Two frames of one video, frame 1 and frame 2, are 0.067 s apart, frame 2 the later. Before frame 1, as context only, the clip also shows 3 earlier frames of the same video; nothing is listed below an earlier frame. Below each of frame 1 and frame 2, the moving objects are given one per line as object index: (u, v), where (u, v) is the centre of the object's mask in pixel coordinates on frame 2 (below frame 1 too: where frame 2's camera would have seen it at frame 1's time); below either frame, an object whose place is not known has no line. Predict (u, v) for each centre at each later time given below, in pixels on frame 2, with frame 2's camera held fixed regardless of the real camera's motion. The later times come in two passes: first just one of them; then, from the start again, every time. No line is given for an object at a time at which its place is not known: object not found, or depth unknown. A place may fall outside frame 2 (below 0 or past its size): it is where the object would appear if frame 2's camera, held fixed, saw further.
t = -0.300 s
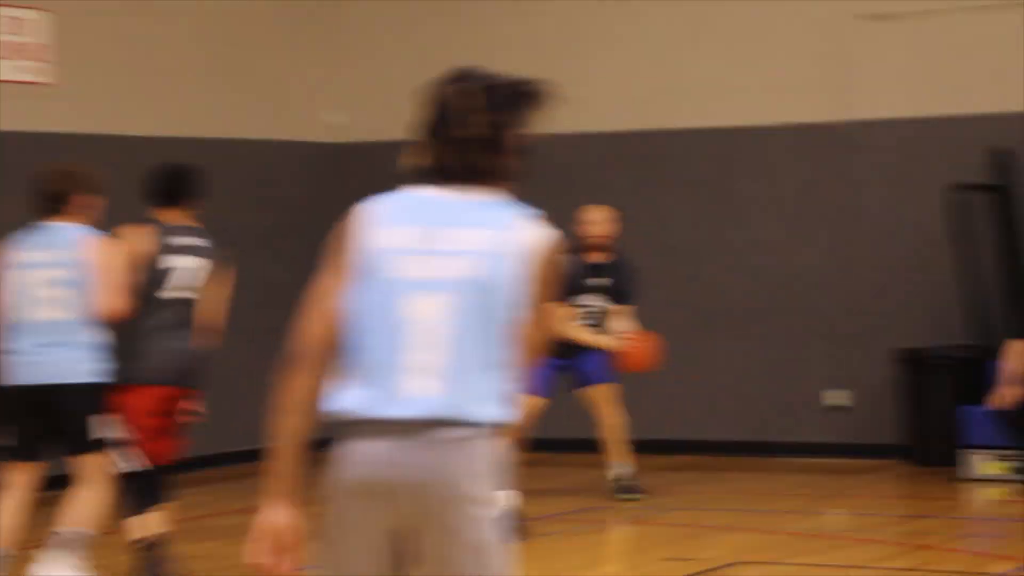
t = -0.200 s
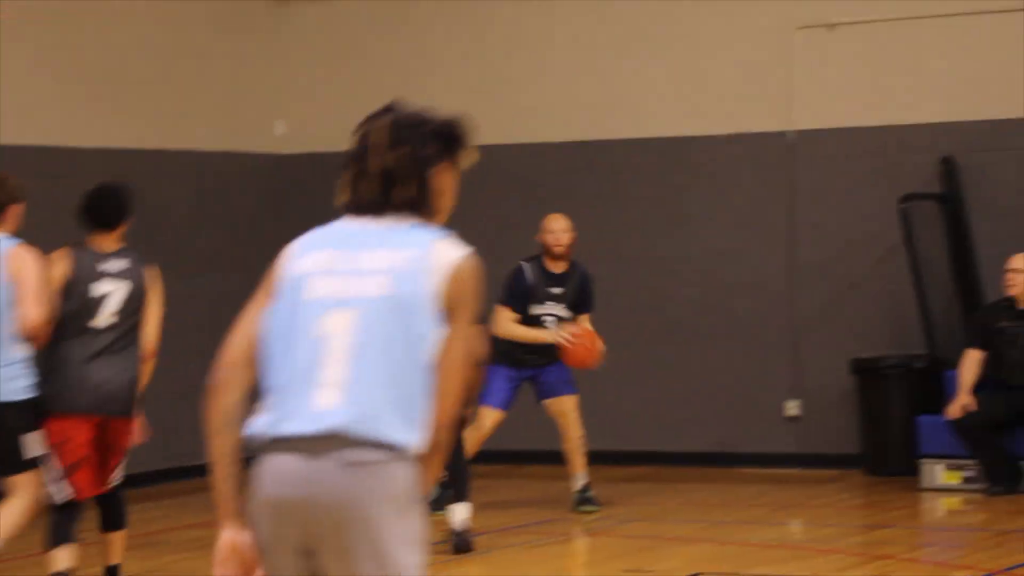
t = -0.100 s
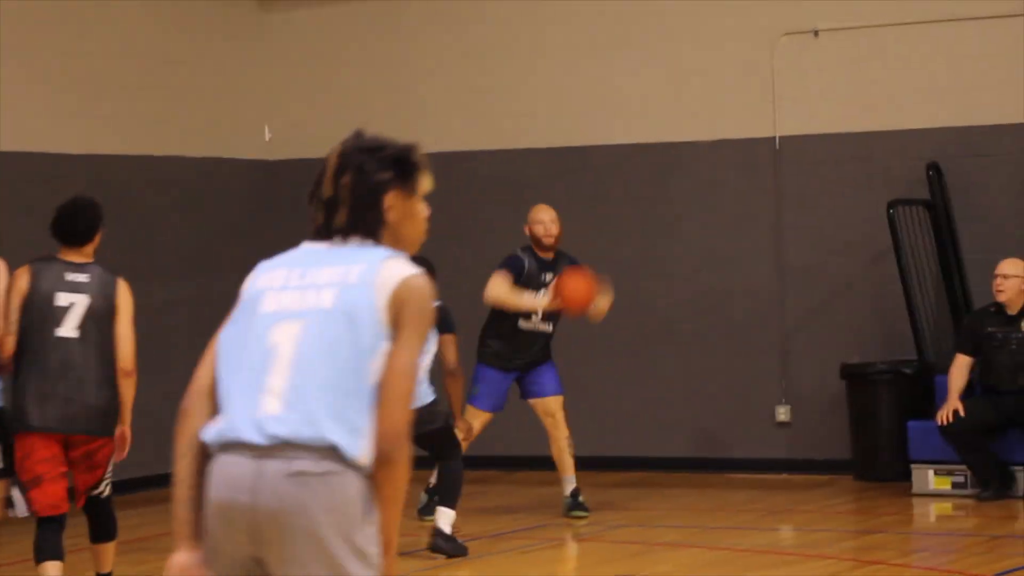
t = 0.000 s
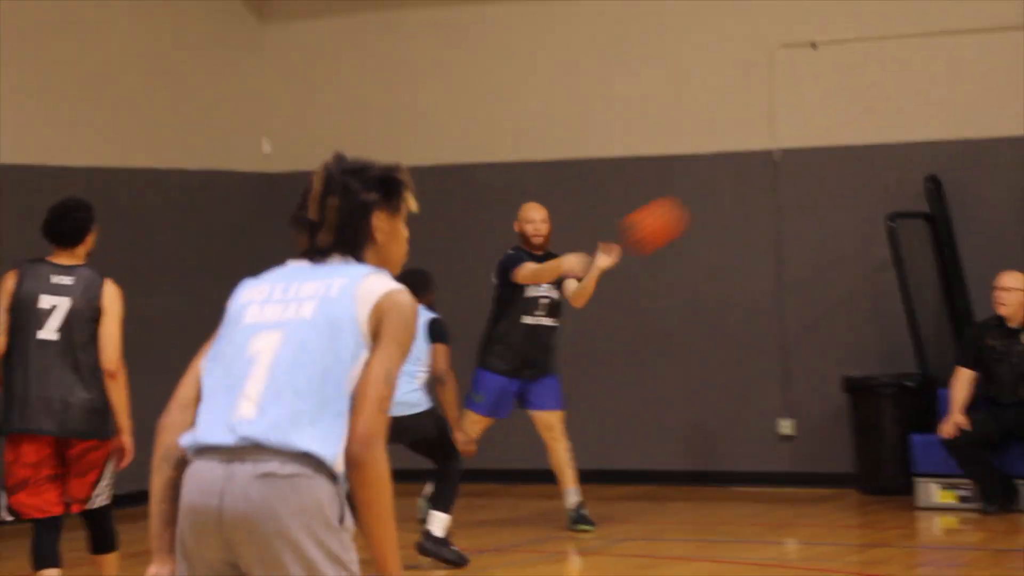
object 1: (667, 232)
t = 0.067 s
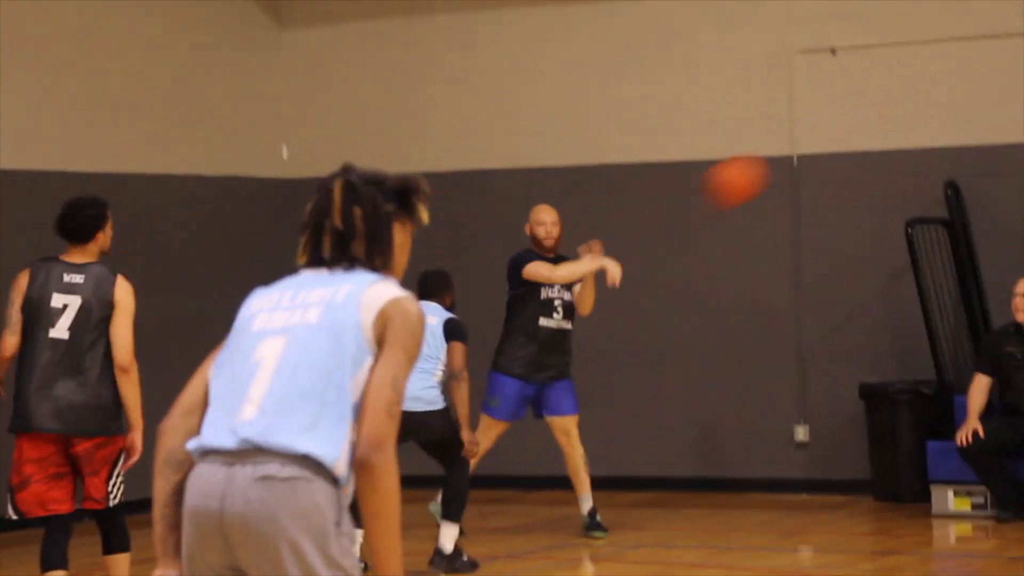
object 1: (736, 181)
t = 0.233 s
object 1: (932, 70)
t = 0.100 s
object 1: (770, 158)
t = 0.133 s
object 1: (806, 134)
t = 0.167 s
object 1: (843, 111)
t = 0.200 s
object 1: (883, 89)
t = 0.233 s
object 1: (932, 70)
